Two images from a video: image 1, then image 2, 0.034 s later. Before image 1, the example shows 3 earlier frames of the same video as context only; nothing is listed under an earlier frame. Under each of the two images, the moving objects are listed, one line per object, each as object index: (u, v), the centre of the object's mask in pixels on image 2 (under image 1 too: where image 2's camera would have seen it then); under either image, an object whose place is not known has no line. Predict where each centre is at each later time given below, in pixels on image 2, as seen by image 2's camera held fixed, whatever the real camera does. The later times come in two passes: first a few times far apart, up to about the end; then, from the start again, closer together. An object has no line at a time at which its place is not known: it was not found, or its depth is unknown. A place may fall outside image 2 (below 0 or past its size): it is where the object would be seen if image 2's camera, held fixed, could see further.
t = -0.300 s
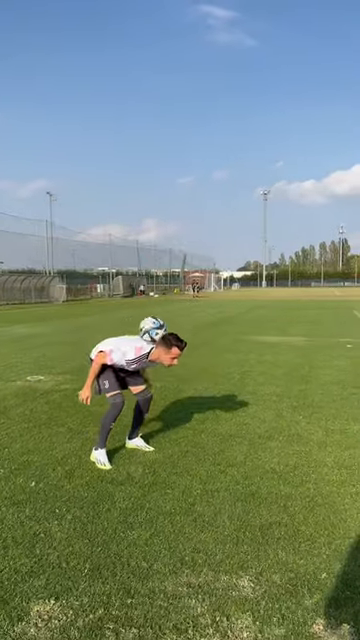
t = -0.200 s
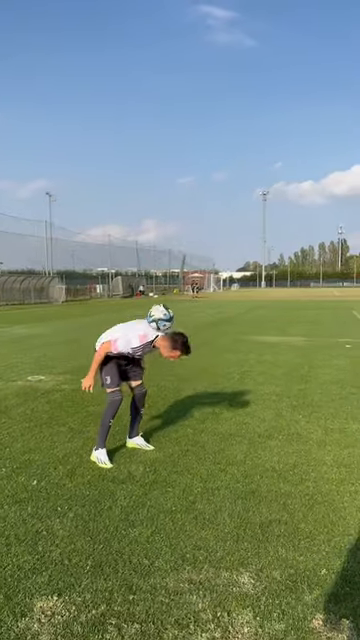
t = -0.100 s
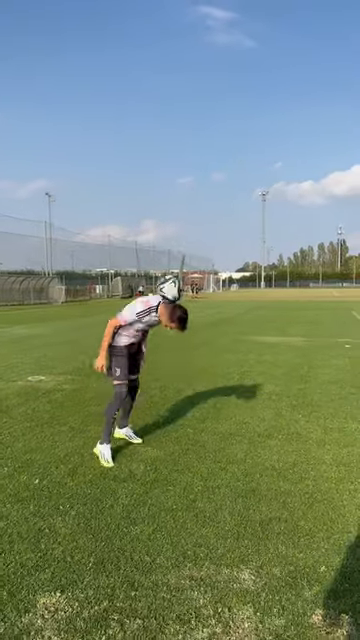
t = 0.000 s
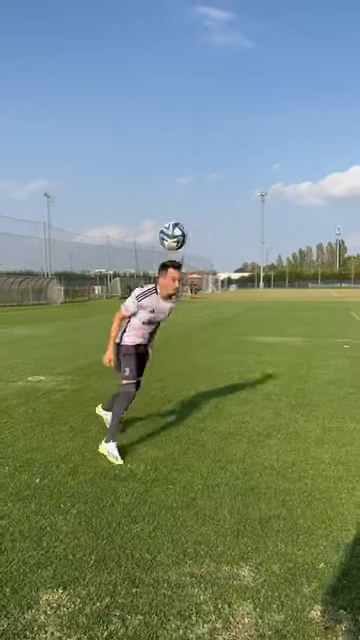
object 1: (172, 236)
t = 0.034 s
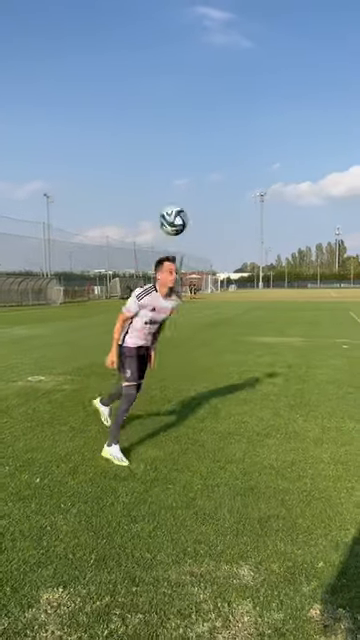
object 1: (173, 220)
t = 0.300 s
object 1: (181, 145)
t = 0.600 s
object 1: (188, 179)
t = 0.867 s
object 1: (195, 319)
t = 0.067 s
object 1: (174, 206)
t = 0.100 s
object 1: (175, 193)
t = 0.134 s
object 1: (176, 181)
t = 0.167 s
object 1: (177, 171)
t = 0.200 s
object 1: (178, 163)
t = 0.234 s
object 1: (179, 155)
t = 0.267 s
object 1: (180, 150)
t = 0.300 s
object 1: (181, 145)
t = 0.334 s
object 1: (182, 143)
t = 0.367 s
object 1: (183, 141)
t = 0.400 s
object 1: (184, 141)
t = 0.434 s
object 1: (185, 144)
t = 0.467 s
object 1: (186, 147)
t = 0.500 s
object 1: (186, 153)
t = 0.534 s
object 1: (187, 160)
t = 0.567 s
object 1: (188, 169)
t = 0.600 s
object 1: (188, 179)
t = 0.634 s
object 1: (189, 191)
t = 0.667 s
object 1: (190, 205)
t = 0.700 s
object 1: (192, 220)
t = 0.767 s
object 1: (192, 255)
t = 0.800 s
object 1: (195, 275)
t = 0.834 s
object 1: (195, 297)
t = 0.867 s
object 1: (195, 319)
